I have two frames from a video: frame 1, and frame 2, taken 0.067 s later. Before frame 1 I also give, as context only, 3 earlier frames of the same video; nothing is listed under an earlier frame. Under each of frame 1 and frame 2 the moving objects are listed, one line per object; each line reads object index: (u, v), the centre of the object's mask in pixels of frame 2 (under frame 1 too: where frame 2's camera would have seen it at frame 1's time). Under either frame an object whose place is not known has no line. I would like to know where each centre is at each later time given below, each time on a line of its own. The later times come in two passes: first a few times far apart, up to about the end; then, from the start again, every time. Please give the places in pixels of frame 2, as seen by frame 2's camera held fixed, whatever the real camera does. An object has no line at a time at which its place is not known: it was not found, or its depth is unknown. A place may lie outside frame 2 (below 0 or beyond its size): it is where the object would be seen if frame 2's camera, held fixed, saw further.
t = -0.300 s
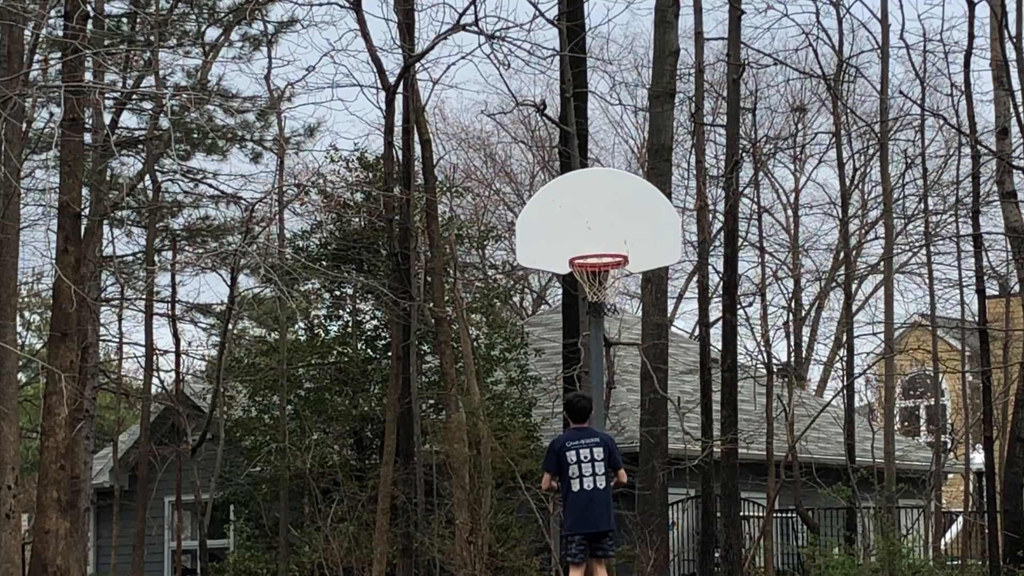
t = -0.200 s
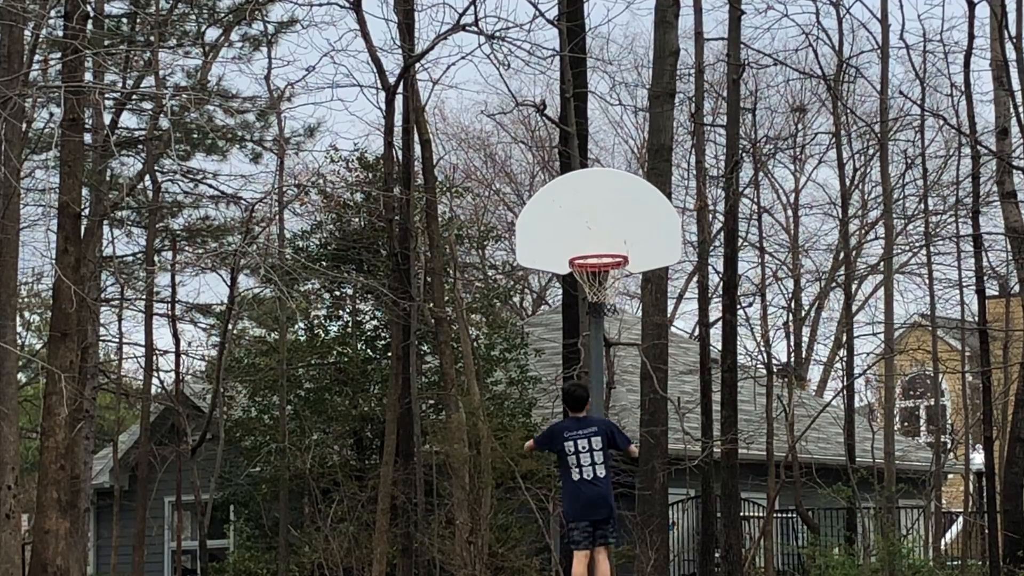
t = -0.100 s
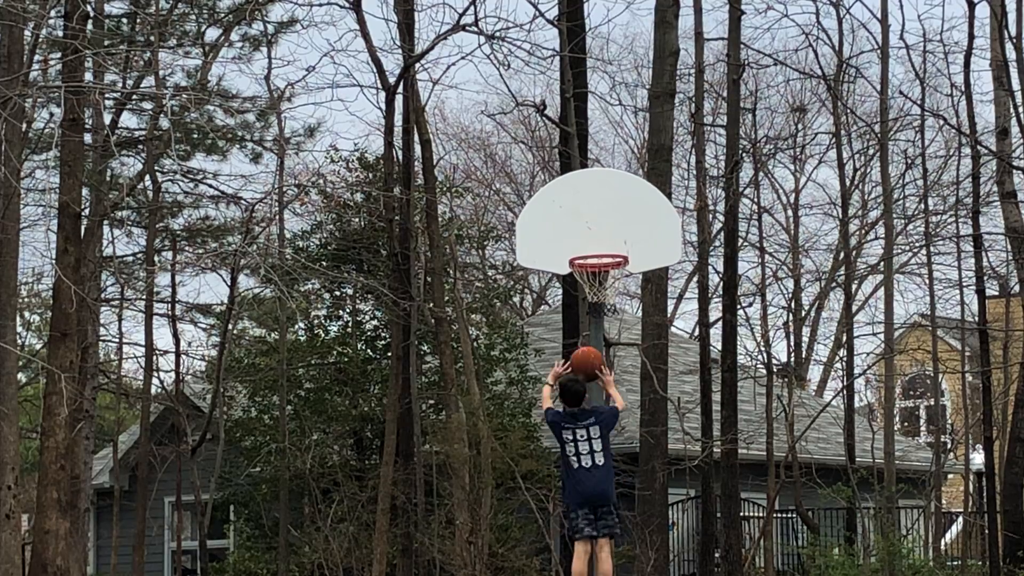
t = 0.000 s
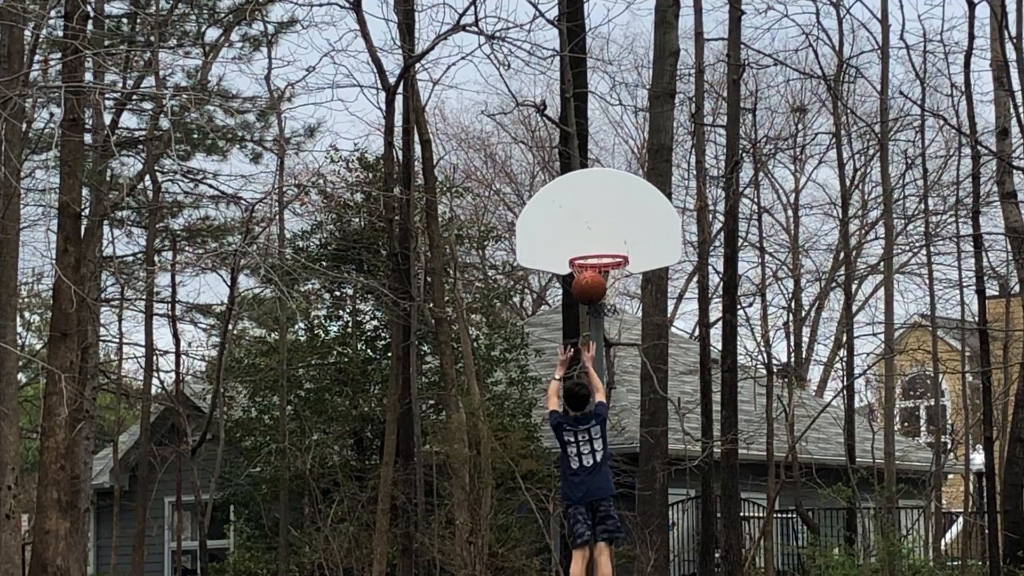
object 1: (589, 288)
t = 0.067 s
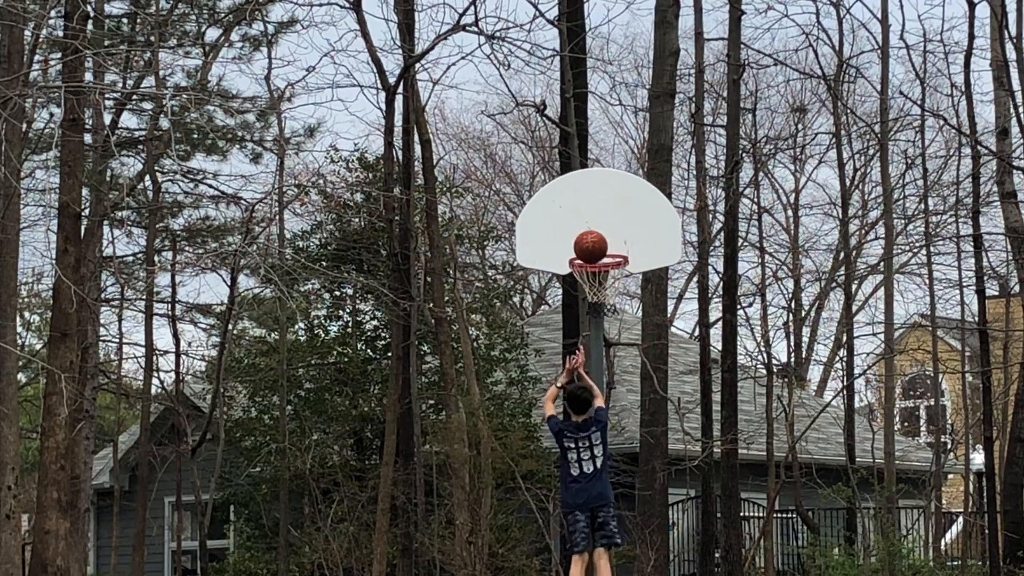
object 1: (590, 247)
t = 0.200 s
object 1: (594, 186)
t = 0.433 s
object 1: (601, 144)
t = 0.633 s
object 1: (606, 164)
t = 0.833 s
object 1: (611, 230)
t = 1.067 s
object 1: (602, 237)
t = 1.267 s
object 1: (587, 217)
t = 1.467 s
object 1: (573, 245)
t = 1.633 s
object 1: (561, 304)
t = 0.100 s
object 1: (591, 229)
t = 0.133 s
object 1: (592, 213)
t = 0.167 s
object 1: (593, 199)
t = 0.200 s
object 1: (594, 186)
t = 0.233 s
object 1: (595, 175)
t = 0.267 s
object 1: (596, 166)
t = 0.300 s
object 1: (597, 158)
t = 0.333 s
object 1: (598, 153)
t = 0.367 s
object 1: (599, 148)
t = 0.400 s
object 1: (600, 145)
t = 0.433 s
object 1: (601, 144)
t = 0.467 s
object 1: (602, 144)
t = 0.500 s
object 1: (603, 145)
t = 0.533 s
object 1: (603, 148)
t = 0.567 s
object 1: (605, 152)
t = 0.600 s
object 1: (606, 157)
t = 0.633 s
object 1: (606, 164)
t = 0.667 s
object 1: (607, 172)
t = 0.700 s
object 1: (608, 181)
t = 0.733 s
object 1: (609, 192)
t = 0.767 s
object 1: (610, 203)
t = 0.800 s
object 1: (610, 216)
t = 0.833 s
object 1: (611, 230)
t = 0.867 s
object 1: (612, 242)
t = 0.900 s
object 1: (611, 242)
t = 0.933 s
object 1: (610, 243)
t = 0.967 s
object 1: (609, 244)
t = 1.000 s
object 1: (608, 245)
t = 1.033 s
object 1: (605, 242)
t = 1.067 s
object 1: (602, 237)
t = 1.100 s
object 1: (600, 230)
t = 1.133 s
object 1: (597, 225)
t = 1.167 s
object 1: (595, 221)
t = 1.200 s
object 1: (592, 218)
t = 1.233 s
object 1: (590, 217)
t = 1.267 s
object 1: (587, 217)
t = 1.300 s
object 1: (585, 218)
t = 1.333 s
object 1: (582, 221)
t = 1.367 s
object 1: (580, 225)
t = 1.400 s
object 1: (578, 230)
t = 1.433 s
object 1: (575, 236)
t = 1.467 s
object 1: (573, 245)
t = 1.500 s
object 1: (571, 254)
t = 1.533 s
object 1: (568, 264)
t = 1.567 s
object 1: (566, 276)
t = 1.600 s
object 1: (563, 289)
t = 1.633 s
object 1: (561, 304)
